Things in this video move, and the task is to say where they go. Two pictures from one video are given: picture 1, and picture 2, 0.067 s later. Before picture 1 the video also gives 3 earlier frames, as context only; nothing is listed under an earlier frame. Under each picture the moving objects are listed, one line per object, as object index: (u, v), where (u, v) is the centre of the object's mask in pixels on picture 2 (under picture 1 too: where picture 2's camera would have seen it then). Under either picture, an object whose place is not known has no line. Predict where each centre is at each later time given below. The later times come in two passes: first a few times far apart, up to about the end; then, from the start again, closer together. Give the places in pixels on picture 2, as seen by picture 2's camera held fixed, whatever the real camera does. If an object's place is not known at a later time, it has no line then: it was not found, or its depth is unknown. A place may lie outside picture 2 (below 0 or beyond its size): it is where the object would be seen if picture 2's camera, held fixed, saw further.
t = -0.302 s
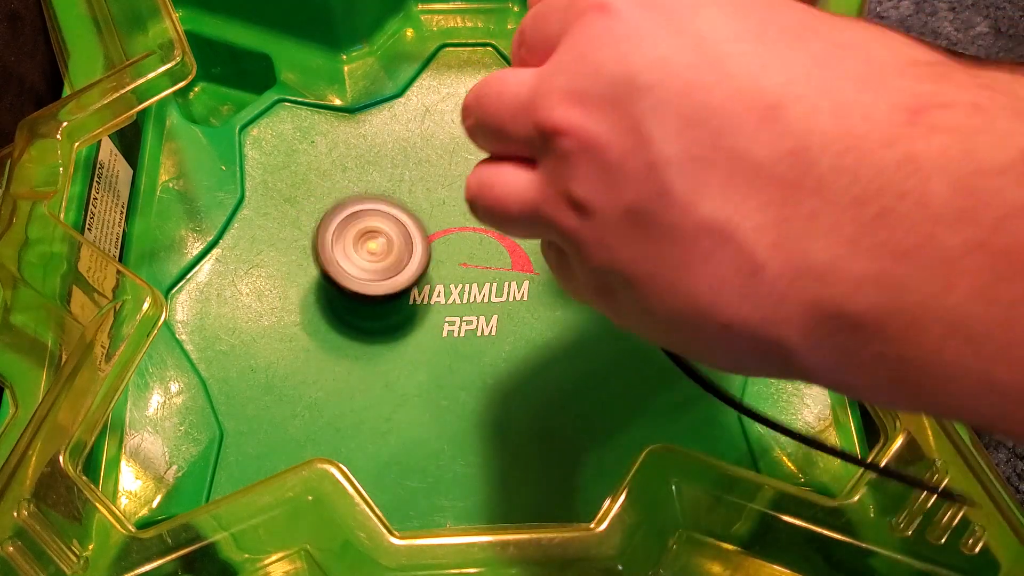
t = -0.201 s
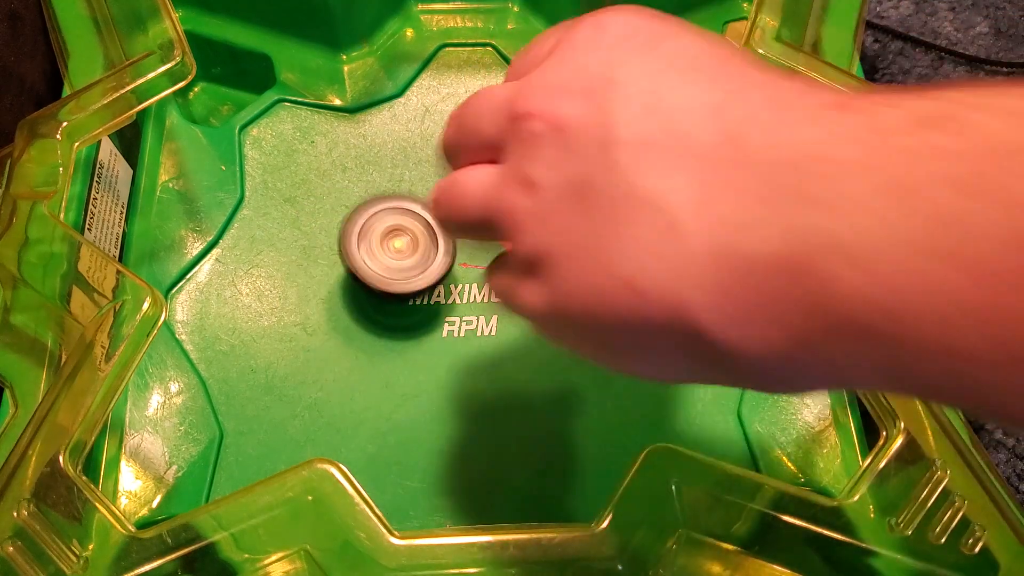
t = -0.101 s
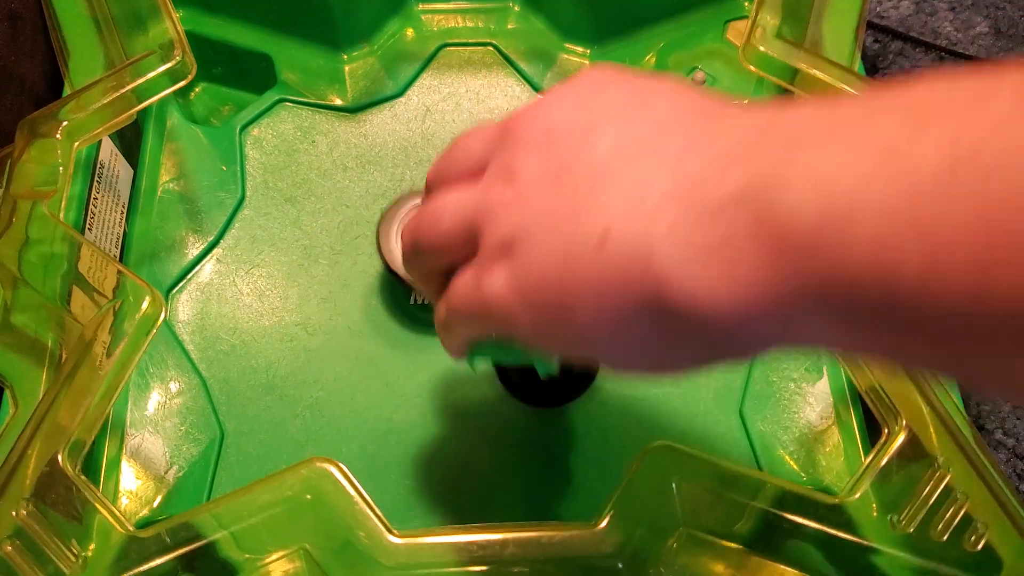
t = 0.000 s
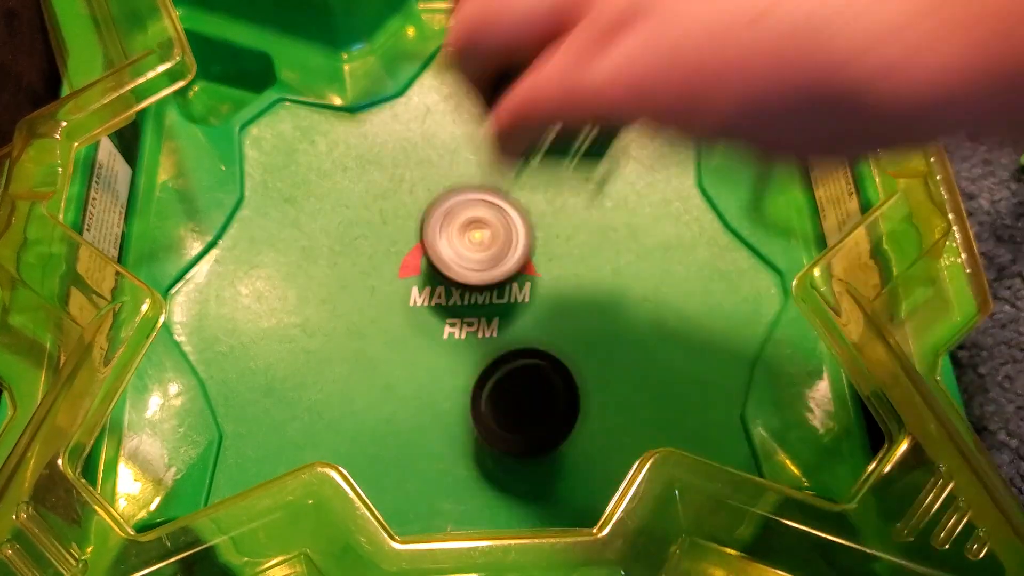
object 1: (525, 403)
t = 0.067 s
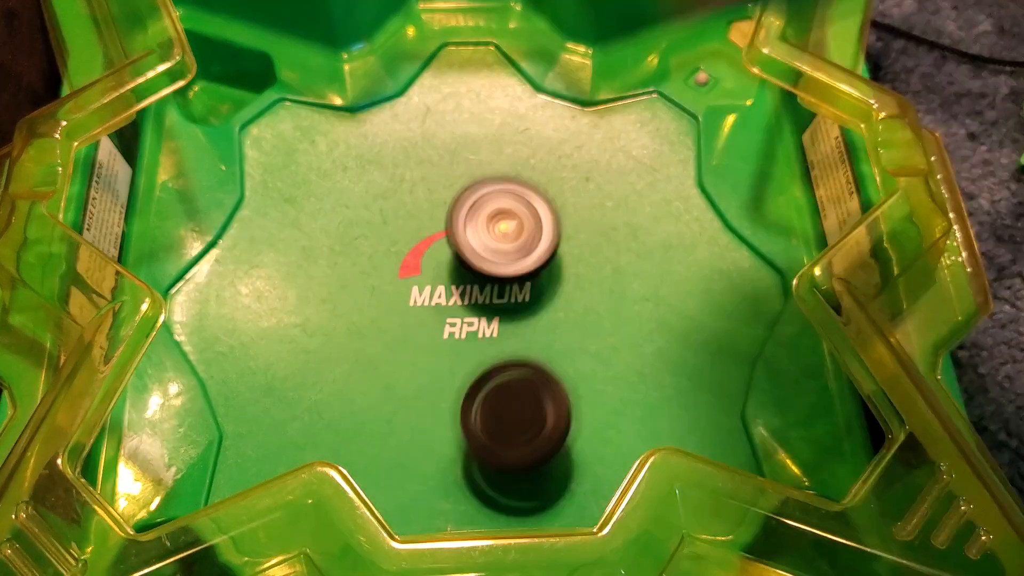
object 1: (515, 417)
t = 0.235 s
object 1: (523, 435)
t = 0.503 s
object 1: (686, 398)
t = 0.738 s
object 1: (645, 240)
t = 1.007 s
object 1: (565, 422)
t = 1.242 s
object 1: (823, 425)
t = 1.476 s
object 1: (552, 301)
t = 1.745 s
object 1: (230, 316)
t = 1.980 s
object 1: (311, 511)
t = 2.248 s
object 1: (618, 252)
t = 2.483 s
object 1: (486, 96)
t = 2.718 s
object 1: (264, 249)
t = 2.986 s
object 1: (564, 532)
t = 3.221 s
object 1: (725, 348)
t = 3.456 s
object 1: (557, 106)
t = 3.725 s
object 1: (310, 225)
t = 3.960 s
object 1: (344, 412)
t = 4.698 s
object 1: (467, 135)
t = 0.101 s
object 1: (512, 426)
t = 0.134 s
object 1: (510, 430)
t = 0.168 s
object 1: (511, 433)
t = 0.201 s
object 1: (515, 434)
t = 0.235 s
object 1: (523, 435)
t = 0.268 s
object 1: (534, 435)
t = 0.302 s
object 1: (549, 433)
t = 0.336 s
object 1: (565, 431)
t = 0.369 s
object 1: (584, 428)
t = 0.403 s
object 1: (605, 422)
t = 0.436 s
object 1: (628, 412)
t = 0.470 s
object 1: (656, 405)
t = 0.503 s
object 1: (686, 398)
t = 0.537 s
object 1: (716, 382)
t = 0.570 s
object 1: (724, 359)
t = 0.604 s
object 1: (716, 329)
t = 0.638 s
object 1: (701, 299)
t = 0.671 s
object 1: (646, 253)
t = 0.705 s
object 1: (643, 243)
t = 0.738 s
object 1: (645, 240)
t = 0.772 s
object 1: (638, 244)
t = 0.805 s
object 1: (623, 254)
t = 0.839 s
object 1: (602, 269)
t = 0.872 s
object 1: (578, 291)
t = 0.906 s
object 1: (556, 318)
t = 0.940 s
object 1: (536, 347)
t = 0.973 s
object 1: (524, 380)
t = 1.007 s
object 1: (565, 422)
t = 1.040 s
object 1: (609, 444)
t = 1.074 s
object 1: (676, 485)
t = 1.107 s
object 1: (731, 489)
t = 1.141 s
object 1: (760, 466)
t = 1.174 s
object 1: (787, 445)
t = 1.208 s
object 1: (814, 439)
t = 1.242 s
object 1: (823, 425)
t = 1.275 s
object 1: (795, 409)
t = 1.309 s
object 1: (760, 391)
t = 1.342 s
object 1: (727, 379)
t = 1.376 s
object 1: (684, 363)
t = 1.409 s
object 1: (642, 342)
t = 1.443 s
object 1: (596, 319)
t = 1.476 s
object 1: (552, 301)
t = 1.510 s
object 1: (504, 287)
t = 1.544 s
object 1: (456, 276)
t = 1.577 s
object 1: (412, 270)
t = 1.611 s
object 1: (368, 272)
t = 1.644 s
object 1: (329, 276)
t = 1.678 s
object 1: (291, 285)
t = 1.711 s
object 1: (256, 299)
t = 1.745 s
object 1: (230, 316)
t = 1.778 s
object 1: (211, 339)
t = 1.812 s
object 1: (205, 359)
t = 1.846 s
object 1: (208, 389)
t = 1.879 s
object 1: (219, 419)
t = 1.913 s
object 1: (236, 447)
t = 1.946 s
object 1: (262, 459)
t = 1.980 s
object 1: (311, 511)
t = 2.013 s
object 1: (374, 455)
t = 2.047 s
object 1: (417, 438)
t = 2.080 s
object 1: (468, 408)
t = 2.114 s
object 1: (517, 382)
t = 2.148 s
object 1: (559, 352)
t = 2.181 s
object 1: (591, 317)
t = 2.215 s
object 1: (609, 283)
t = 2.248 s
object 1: (618, 252)
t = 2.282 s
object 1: (615, 220)
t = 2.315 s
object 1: (600, 191)
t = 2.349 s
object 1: (577, 164)
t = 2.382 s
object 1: (544, 145)
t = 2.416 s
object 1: (520, 129)
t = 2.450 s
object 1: (507, 108)
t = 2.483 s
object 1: (486, 96)
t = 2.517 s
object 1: (460, 94)
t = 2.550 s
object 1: (428, 101)
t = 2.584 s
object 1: (392, 120)
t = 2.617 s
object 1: (357, 149)
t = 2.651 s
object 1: (323, 187)
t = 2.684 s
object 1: (289, 215)
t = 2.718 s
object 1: (264, 249)
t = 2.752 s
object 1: (248, 293)
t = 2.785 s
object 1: (249, 343)
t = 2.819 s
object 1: (264, 391)
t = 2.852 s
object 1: (293, 431)
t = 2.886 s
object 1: (342, 487)
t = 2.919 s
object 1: (419, 501)
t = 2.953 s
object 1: (490, 533)
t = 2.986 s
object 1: (564, 532)
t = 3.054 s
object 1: (599, 447)
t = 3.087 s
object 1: (628, 442)
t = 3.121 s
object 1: (671, 425)
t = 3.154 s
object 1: (704, 415)
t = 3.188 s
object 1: (732, 388)
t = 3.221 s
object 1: (725, 348)
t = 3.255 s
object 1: (713, 305)
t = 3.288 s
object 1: (701, 262)
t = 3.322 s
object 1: (686, 216)
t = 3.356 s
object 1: (665, 176)
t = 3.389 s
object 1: (635, 144)
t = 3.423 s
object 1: (599, 120)
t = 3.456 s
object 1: (557, 106)
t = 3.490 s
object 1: (509, 101)
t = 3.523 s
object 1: (477, 82)
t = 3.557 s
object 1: (445, 72)
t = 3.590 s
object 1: (411, 74)
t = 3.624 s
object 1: (379, 95)
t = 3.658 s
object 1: (350, 133)
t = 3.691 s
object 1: (326, 182)
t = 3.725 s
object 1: (310, 225)
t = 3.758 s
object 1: (291, 258)
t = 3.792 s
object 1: (285, 296)
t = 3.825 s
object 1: (293, 338)
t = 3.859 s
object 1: (294, 364)
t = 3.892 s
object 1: (299, 380)
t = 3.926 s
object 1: (314, 398)
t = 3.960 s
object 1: (344, 412)
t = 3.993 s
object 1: (380, 426)
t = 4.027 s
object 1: (430, 429)
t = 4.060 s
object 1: (412, 383)
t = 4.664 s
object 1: (459, 154)
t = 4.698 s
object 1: (467, 135)
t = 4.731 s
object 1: (469, 118)
